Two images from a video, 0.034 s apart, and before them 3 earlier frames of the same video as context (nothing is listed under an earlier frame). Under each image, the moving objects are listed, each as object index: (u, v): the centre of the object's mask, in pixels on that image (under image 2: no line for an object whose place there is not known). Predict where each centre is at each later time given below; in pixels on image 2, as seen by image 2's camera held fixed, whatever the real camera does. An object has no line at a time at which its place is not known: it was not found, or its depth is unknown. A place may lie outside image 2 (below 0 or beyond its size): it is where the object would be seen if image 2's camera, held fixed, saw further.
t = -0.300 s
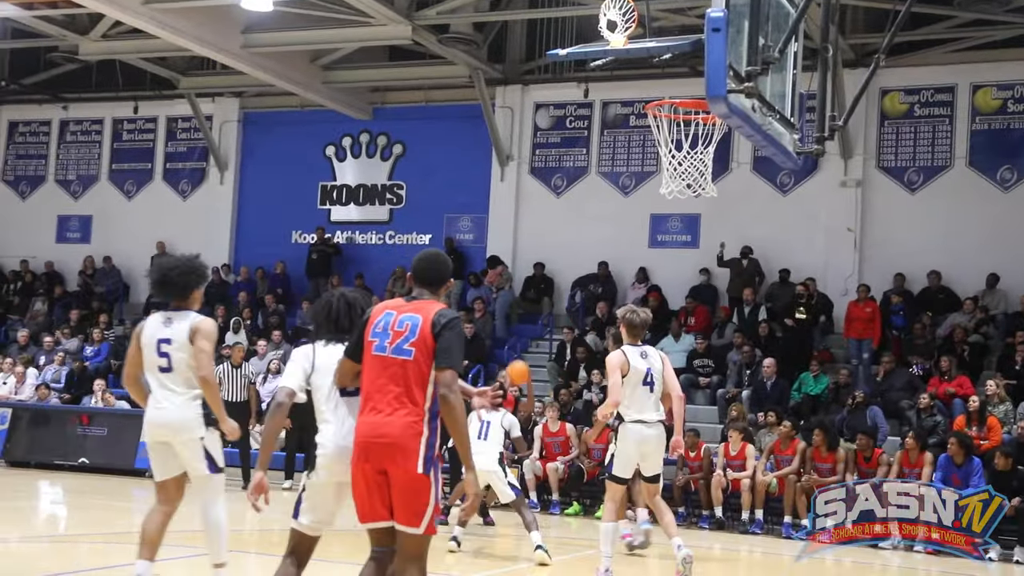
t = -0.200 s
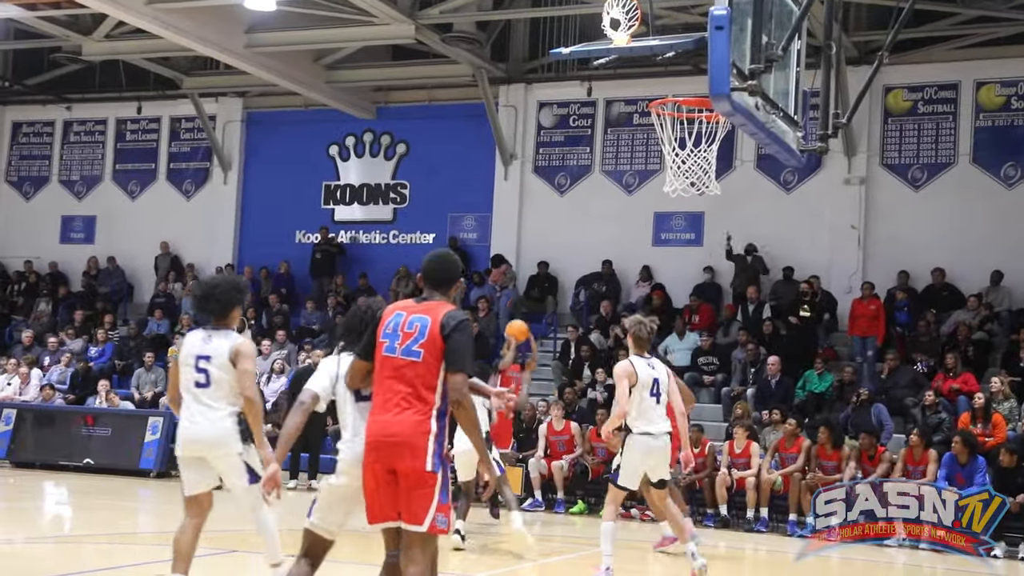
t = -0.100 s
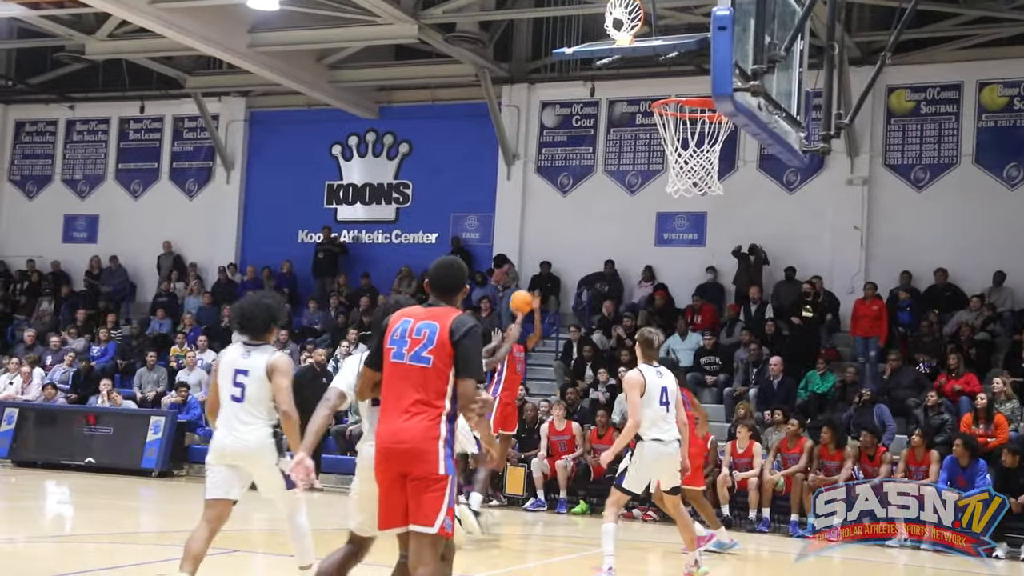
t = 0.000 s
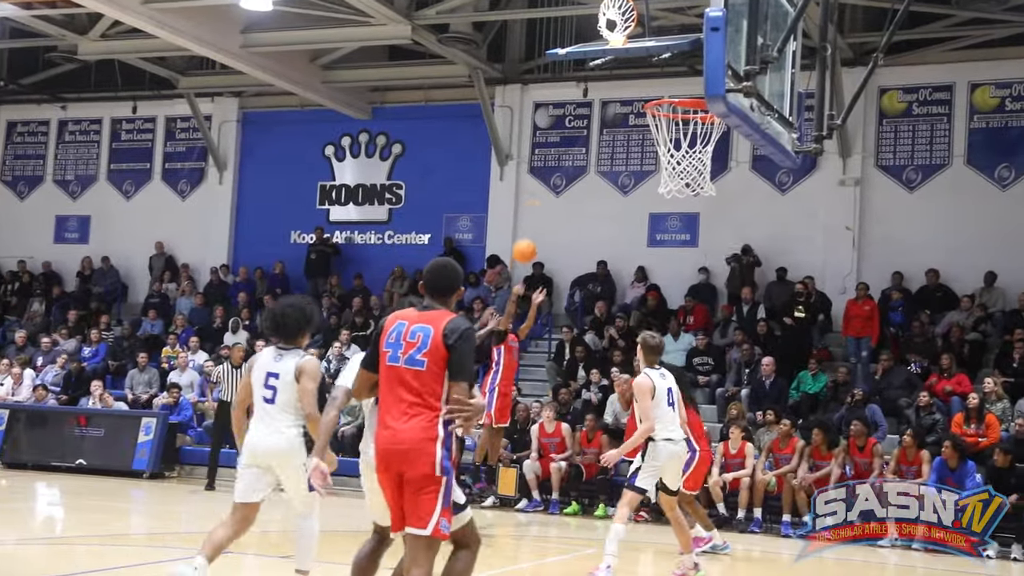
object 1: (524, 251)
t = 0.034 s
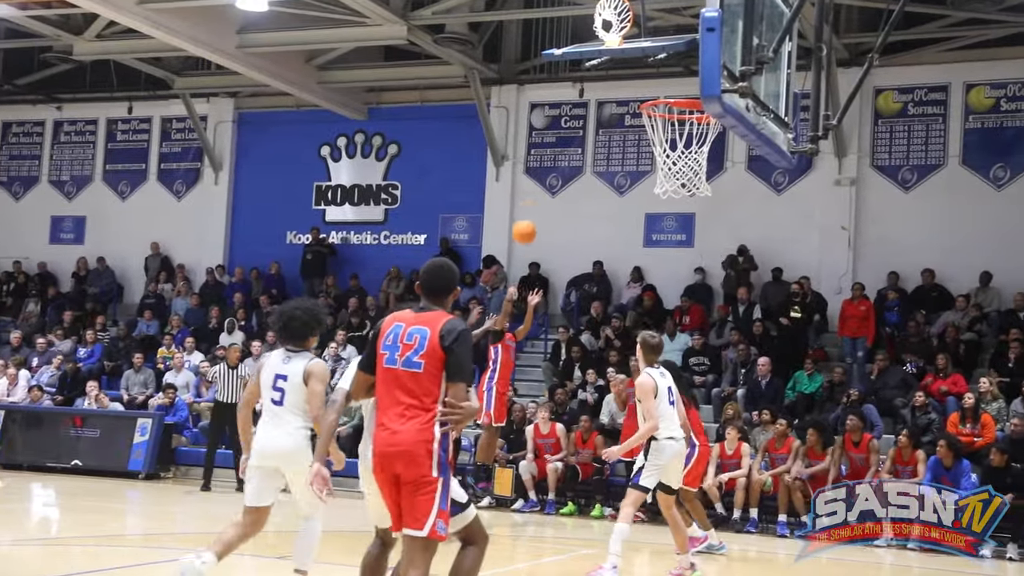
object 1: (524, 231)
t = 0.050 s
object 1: (526, 222)
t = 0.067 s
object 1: (528, 213)
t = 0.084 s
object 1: (530, 204)
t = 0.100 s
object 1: (532, 195)
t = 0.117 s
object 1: (534, 186)
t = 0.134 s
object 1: (537, 177)
